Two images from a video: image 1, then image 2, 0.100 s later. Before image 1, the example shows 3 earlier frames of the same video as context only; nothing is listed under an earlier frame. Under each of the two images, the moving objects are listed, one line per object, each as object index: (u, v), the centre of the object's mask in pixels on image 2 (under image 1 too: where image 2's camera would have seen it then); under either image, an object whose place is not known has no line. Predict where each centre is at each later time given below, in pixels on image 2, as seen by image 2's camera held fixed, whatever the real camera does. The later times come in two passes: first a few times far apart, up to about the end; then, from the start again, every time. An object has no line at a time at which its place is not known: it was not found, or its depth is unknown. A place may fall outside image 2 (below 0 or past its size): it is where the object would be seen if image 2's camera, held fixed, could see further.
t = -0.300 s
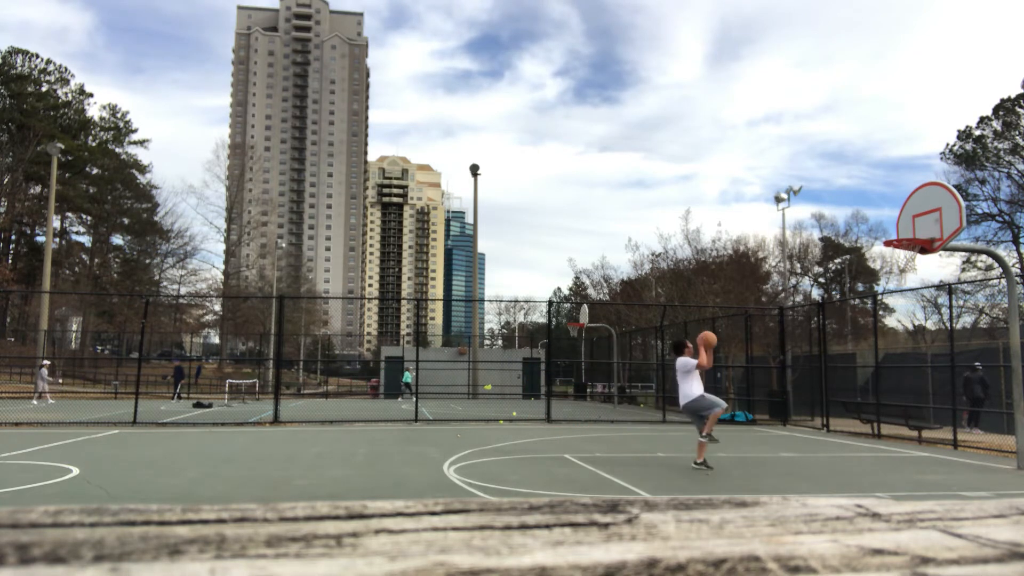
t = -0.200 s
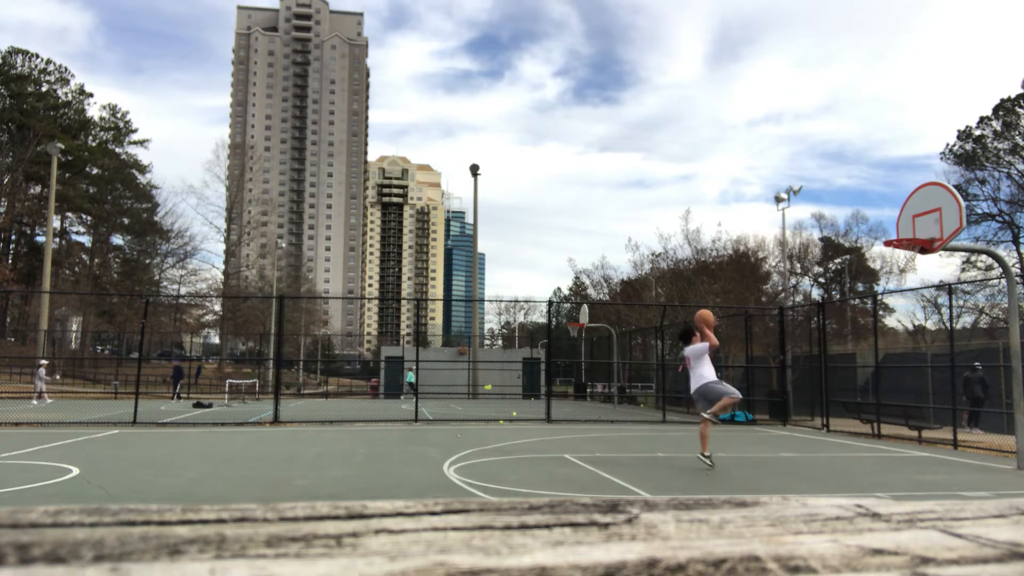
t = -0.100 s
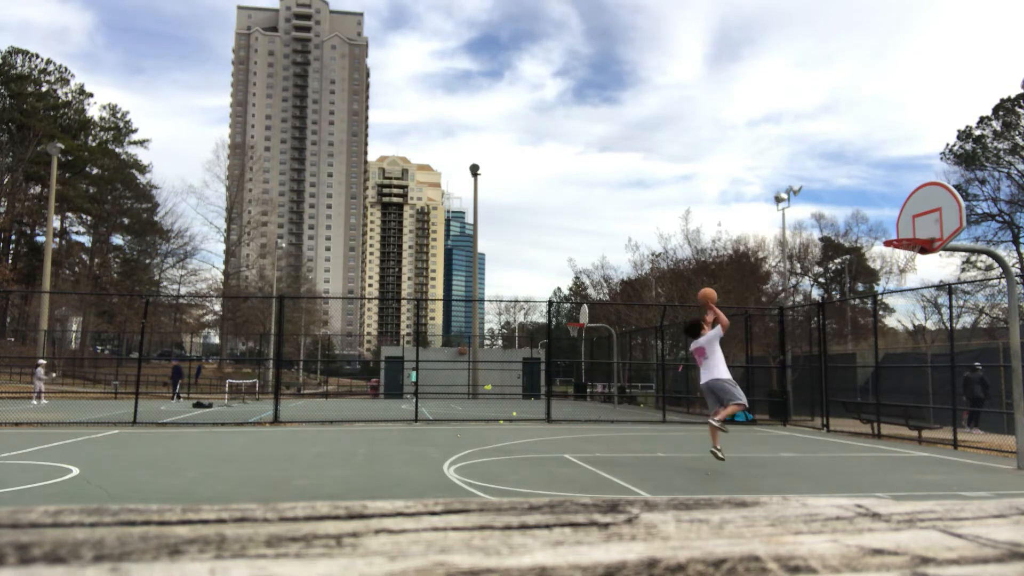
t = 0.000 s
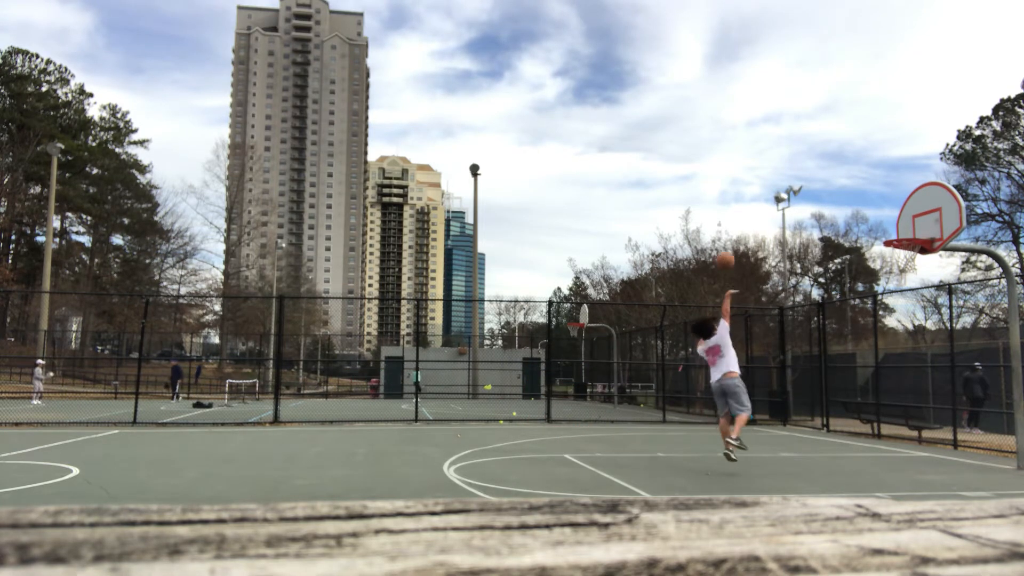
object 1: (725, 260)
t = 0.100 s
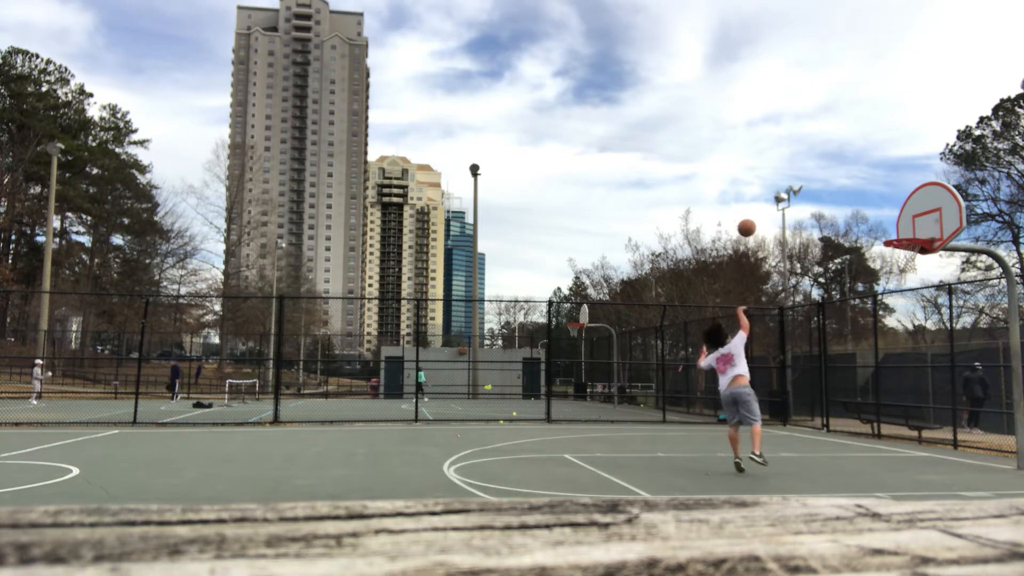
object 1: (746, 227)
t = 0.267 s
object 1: (781, 192)
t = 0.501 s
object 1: (830, 174)
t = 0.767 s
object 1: (882, 202)
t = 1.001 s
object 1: (905, 212)
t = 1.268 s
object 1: (893, 177)
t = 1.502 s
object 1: (884, 188)
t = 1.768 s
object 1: (873, 252)
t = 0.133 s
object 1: (754, 219)
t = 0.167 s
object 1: (761, 210)
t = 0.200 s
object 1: (768, 203)
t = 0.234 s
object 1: (775, 197)
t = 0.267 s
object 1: (781, 192)
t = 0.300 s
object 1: (789, 186)
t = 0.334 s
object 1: (796, 182)
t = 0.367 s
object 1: (803, 179)
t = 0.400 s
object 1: (810, 177)
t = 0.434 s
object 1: (816, 175)
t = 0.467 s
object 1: (823, 174)
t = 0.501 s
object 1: (830, 174)
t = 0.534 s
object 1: (836, 175)
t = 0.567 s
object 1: (843, 177)
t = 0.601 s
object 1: (850, 179)
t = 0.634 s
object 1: (856, 182)
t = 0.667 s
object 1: (863, 186)
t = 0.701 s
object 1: (869, 190)
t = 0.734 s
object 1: (876, 196)
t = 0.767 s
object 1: (882, 202)
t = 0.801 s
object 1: (889, 209)
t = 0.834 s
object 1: (896, 216)
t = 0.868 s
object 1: (903, 224)
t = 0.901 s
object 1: (909, 232)
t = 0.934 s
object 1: (909, 229)
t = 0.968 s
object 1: (907, 220)
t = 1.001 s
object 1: (905, 212)
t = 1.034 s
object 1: (904, 205)
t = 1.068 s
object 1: (902, 199)
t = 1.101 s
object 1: (901, 193)
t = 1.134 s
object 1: (899, 188)
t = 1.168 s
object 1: (898, 184)
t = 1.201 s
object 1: (896, 181)
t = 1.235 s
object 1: (895, 179)
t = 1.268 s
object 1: (893, 177)
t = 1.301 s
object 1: (892, 176)
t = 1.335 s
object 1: (890, 176)
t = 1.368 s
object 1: (889, 177)
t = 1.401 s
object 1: (887, 178)
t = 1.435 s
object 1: (886, 181)
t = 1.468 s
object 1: (885, 184)
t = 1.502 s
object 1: (884, 188)
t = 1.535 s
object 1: (882, 193)
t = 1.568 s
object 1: (881, 199)
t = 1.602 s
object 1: (880, 205)
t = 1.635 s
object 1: (878, 213)
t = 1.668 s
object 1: (877, 222)
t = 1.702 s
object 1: (876, 231)
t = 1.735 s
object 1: (875, 241)
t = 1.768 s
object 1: (873, 252)
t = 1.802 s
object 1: (872, 264)
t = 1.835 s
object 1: (871, 277)
